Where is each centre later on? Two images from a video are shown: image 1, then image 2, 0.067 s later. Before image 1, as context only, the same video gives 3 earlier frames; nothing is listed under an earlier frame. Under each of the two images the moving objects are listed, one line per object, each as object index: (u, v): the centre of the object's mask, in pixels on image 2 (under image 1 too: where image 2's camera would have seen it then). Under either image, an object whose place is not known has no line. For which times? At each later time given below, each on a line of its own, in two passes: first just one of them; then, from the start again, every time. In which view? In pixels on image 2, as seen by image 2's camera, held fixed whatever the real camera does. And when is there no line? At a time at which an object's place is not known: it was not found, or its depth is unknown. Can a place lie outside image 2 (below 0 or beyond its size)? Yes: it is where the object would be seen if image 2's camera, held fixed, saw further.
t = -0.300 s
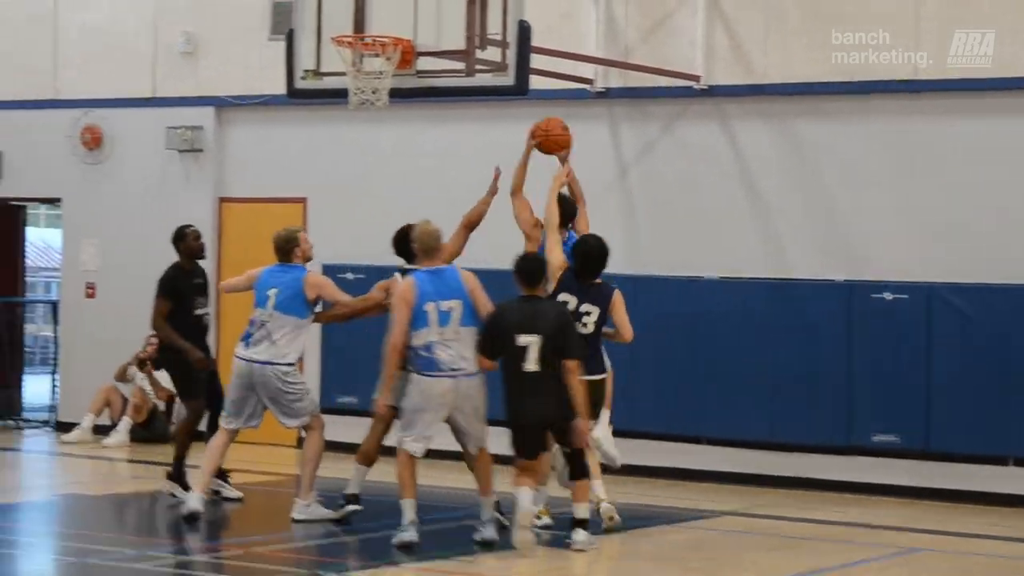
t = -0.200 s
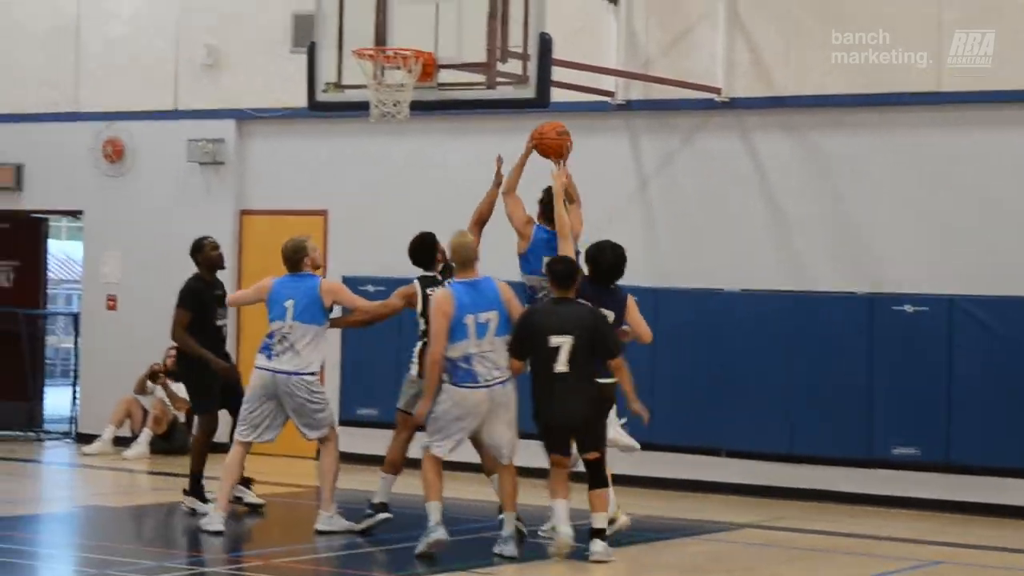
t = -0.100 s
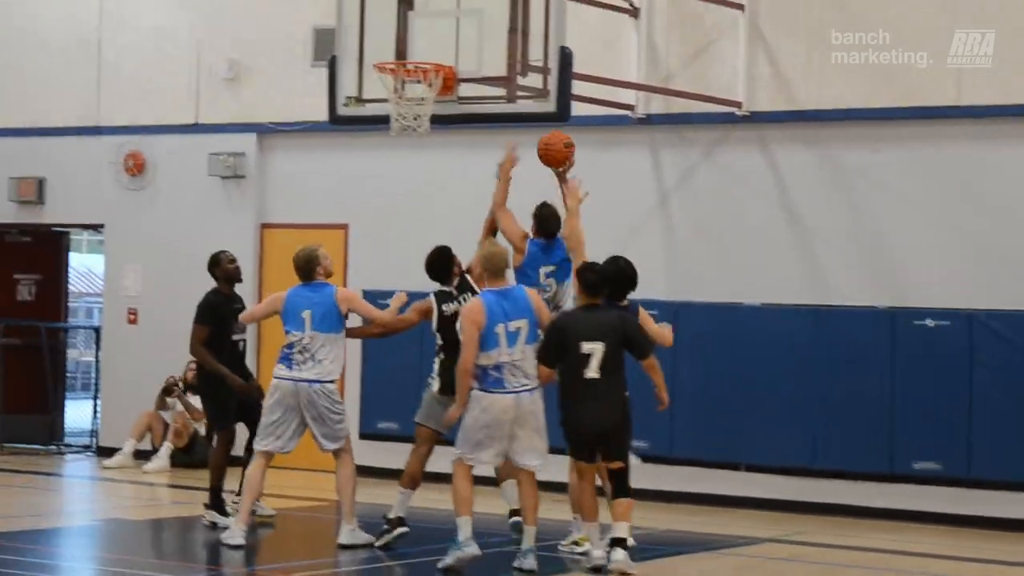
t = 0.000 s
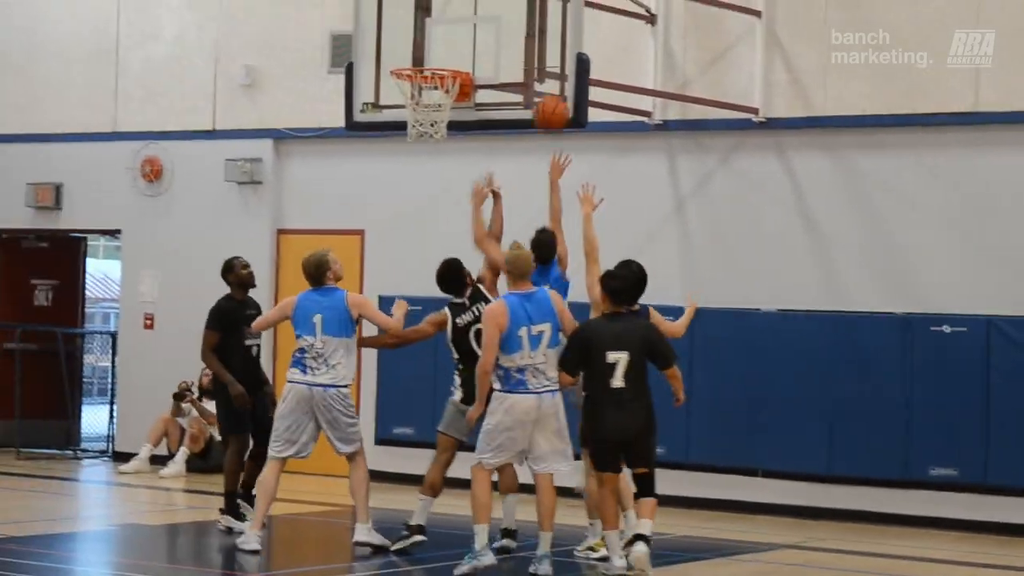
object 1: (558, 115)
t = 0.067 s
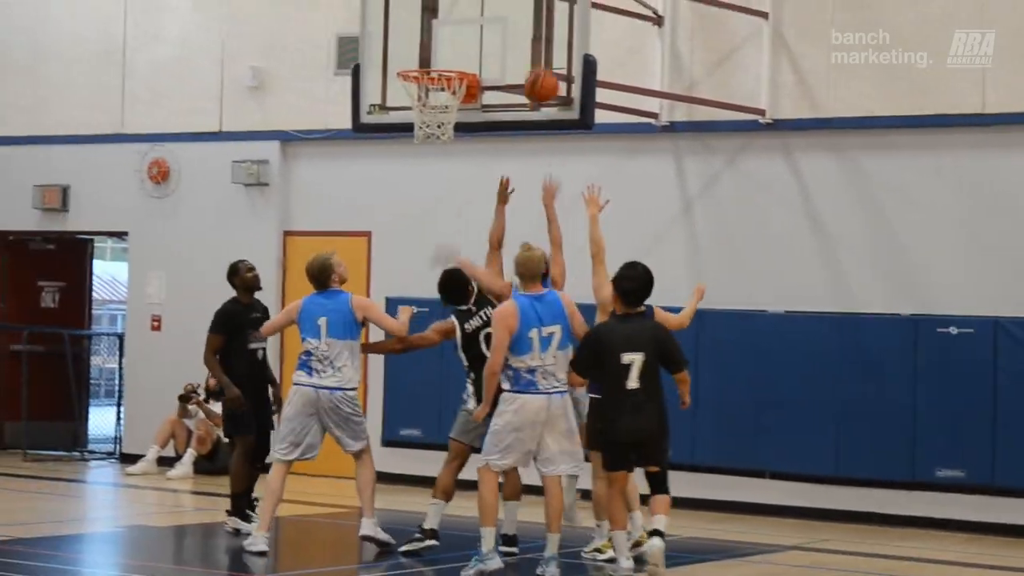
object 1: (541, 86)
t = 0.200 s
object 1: (504, 64)
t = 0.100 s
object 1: (534, 75)
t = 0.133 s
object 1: (524, 69)
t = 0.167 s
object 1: (514, 66)
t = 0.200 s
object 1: (504, 64)
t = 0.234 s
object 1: (494, 65)
